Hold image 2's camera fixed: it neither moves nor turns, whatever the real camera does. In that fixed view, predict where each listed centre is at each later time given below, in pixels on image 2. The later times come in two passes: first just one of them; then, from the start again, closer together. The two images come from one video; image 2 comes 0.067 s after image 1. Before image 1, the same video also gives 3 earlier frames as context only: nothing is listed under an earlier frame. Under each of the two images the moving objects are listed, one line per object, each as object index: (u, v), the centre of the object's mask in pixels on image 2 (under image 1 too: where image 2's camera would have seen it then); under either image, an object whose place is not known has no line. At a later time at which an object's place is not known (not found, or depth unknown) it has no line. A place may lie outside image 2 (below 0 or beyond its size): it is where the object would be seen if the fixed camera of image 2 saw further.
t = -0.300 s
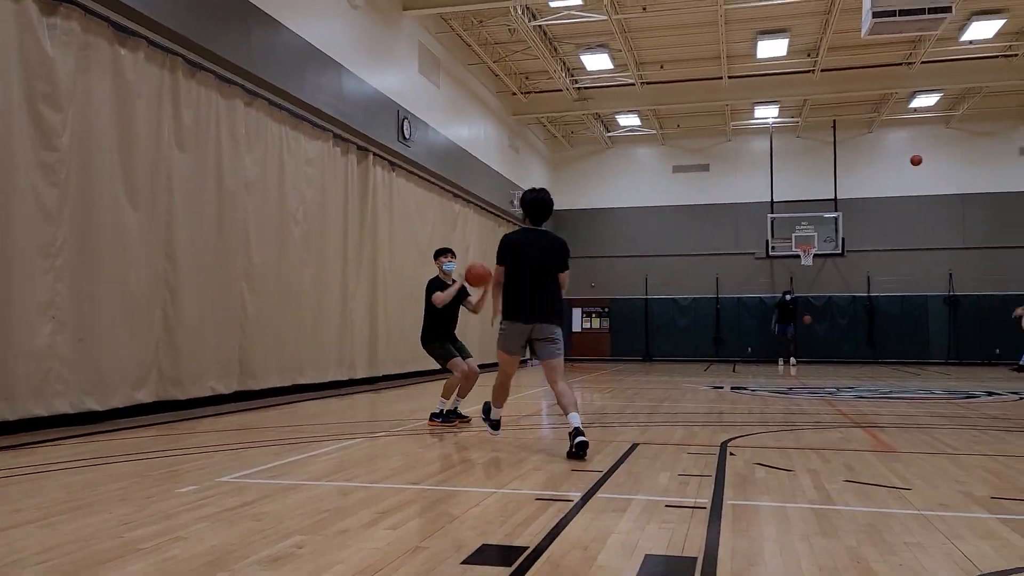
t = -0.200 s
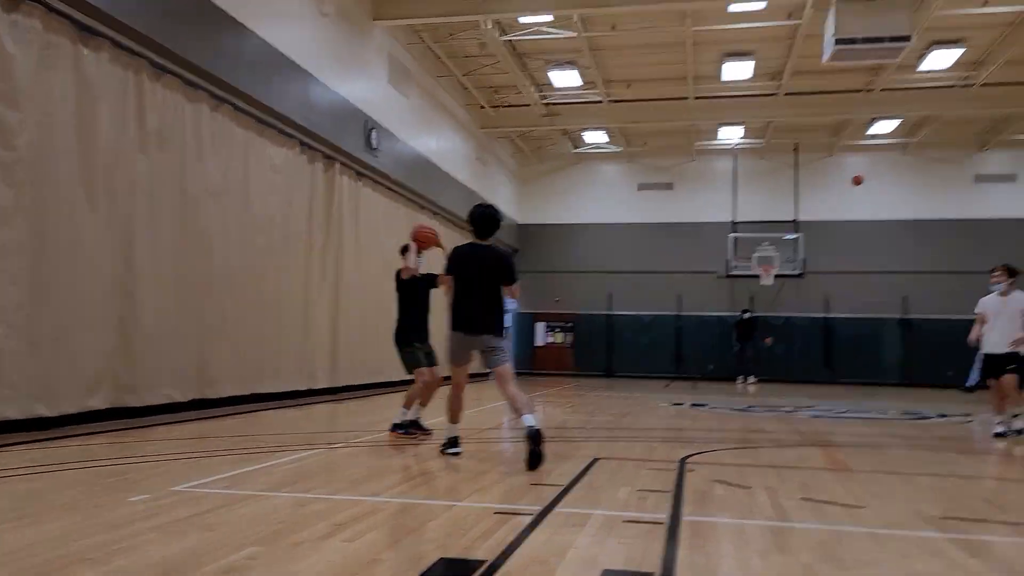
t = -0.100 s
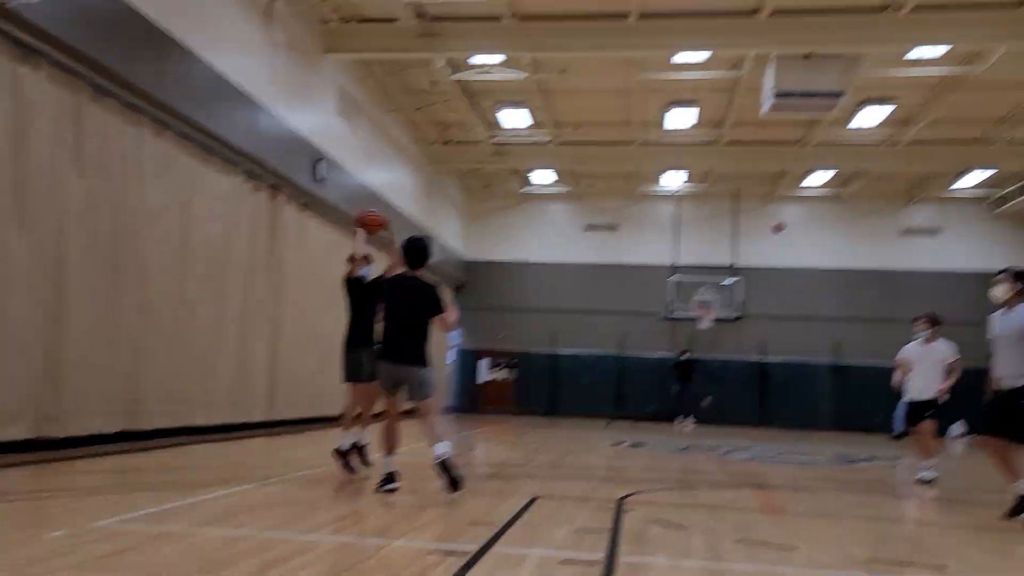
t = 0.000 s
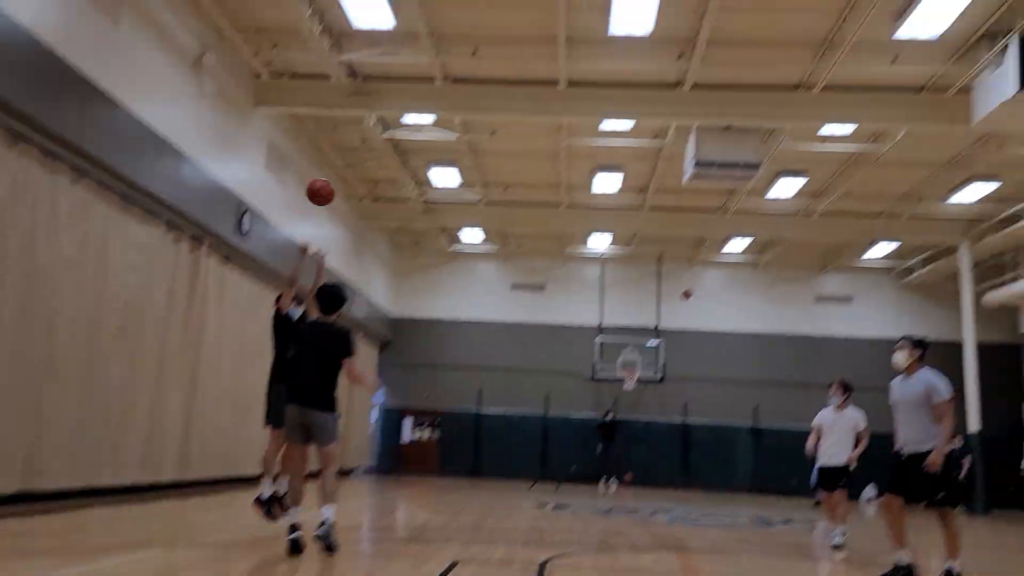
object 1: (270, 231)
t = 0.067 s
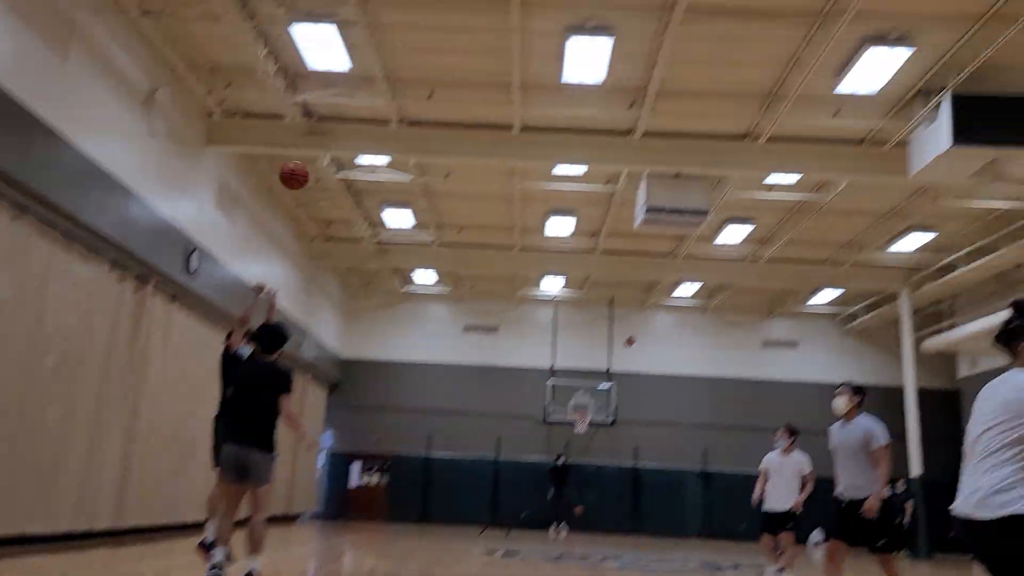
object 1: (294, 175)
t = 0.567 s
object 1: (480, -156)
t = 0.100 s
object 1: (305, 149)
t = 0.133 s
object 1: (316, 123)
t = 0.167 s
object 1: (327, 100)
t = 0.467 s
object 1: (436, -99)
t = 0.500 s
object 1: (451, -118)
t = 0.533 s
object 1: (465, -137)
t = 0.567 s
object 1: (480, -156)
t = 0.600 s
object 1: (495, -173)
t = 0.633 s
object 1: (512, -191)
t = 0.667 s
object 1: (530, -201)
